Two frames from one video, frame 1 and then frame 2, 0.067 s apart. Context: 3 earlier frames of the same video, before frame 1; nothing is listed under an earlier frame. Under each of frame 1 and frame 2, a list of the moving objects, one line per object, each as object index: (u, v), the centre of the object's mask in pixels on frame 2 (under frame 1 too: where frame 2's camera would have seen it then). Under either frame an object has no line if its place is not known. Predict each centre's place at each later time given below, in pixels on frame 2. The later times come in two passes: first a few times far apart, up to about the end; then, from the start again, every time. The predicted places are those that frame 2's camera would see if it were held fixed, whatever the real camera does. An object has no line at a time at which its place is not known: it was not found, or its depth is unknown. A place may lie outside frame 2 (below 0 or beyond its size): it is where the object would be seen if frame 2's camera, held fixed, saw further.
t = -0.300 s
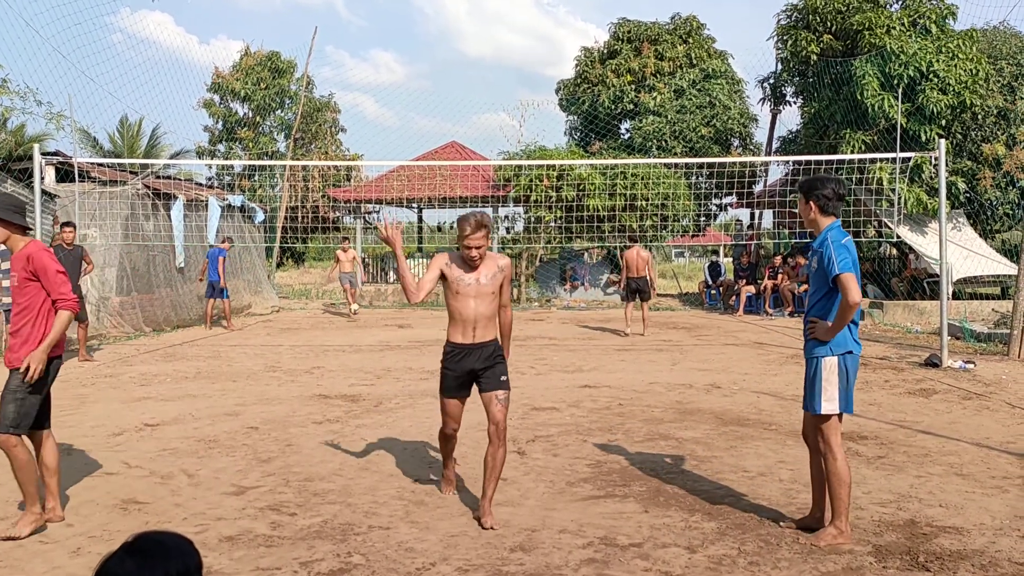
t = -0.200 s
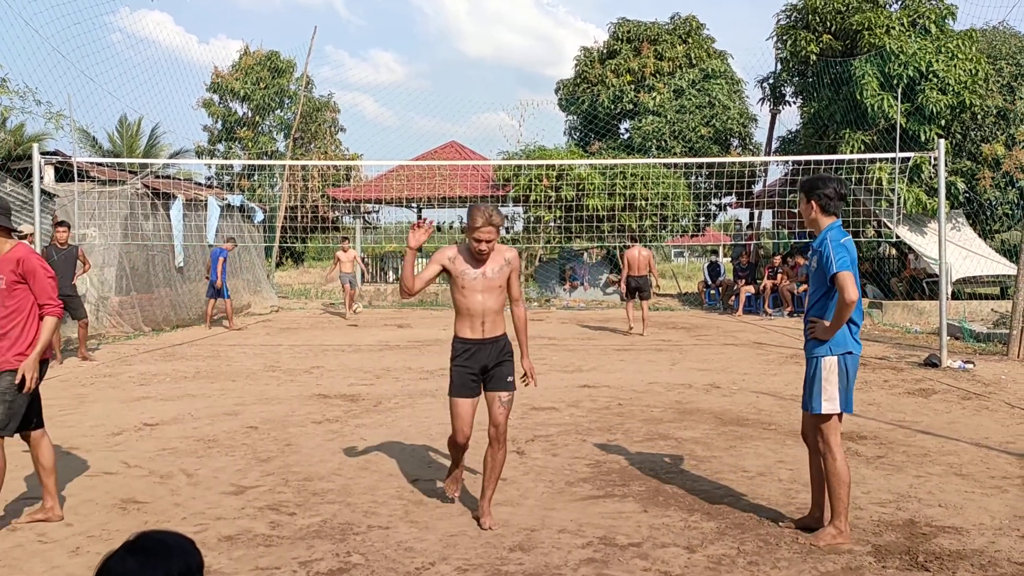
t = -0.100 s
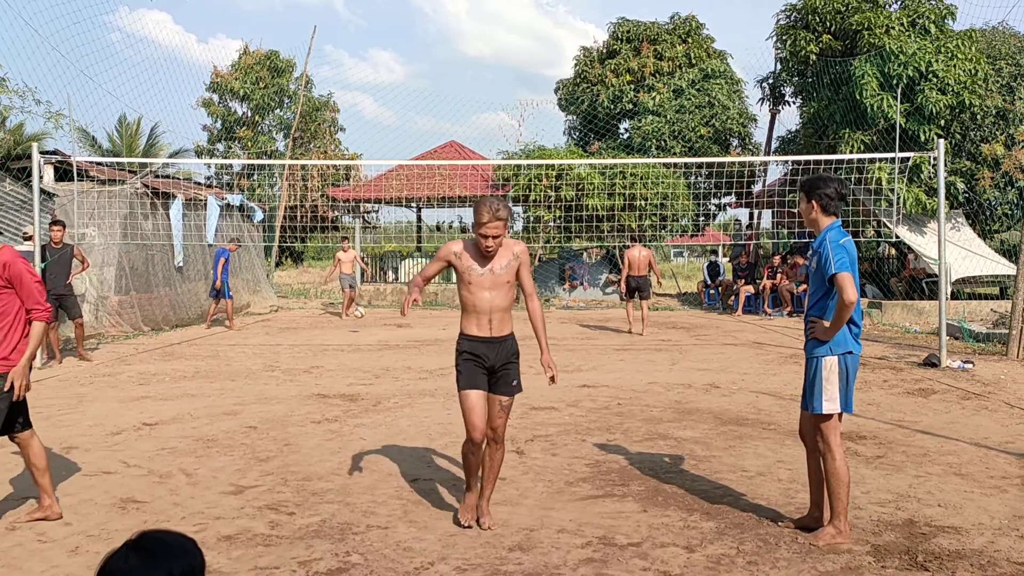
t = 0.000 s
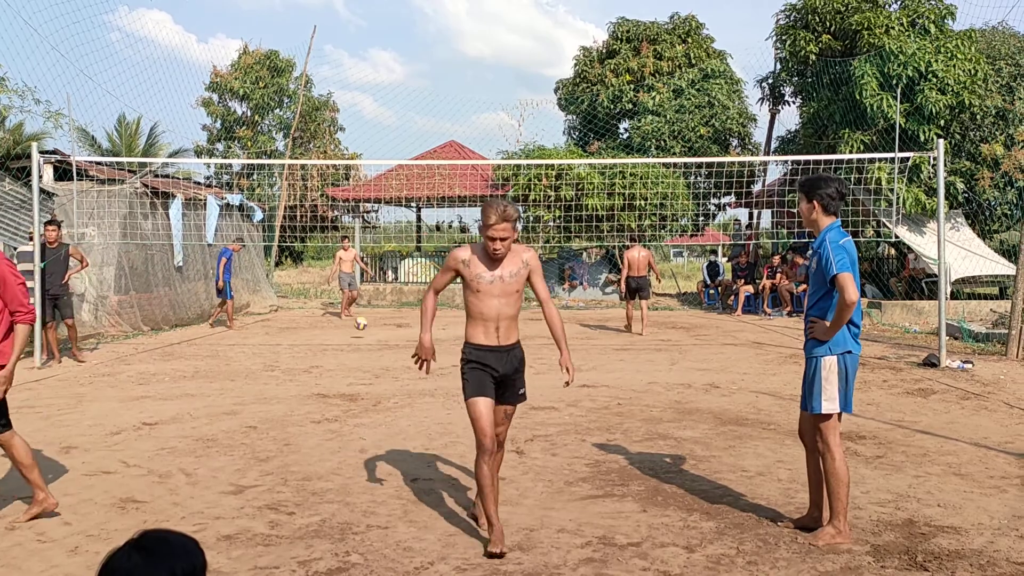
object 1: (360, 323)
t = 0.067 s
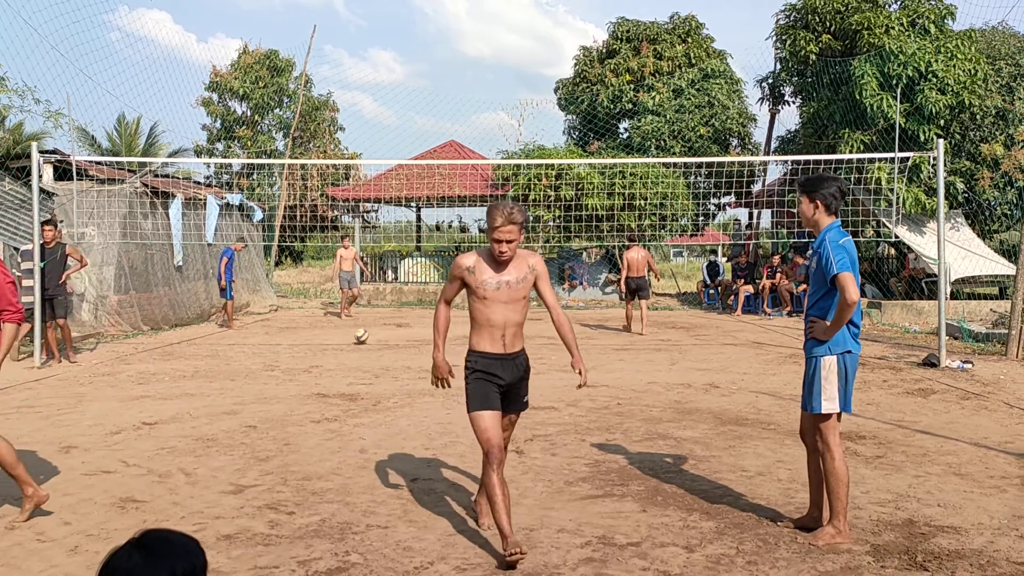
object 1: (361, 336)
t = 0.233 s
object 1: (361, 336)
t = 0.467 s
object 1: (359, 364)
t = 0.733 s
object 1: (355, 382)
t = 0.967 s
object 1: (348, 403)
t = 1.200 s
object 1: (338, 425)
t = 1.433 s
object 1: (319, 488)
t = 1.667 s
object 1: (285, 556)
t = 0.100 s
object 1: (361, 339)
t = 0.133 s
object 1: (361, 336)
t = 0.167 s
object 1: (361, 335)
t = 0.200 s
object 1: (361, 335)
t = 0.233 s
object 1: (361, 336)
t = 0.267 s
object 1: (361, 337)
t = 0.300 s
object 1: (360, 340)
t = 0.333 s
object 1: (360, 343)
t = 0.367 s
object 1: (360, 348)
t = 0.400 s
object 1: (359, 354)
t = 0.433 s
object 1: (358, 362)
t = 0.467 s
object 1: (359, 364)
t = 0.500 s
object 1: (358, 362)
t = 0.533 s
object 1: (358, 363)
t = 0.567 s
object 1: (358, 365)
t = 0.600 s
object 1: (357, 367)
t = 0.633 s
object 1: (357, 372)
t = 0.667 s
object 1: (356, 378)
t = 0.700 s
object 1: (356, 384)
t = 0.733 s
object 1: (355, 382)
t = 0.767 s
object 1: (354, 381)
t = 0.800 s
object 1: (354, 381)
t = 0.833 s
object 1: (353, 382)
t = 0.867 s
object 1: (352, 385)
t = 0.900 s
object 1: (351, 389)
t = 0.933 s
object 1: (350, 395)
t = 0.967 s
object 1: (348, 403)
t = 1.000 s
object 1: (347, 414)
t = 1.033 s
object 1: (346, 417)
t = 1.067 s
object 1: (344, 415)
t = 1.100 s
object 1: (343, 415)
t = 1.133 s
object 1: (341, 416)
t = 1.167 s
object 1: (340, 420)
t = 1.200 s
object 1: (338, 425)
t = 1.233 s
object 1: (336, 432)
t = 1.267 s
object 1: (334, 442)
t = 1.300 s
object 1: (332, 454)
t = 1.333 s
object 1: (329, 469)
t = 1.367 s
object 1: (326, 479)
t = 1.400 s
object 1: (323, 482)
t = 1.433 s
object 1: (319, 488)
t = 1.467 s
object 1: (315, 497)
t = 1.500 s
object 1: (311, 509)
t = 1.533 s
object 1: (306, 525)
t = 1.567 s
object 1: (301, 537)
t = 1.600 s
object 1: (296, 539)
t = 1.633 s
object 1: (291, 547)
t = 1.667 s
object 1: (285, 556)
